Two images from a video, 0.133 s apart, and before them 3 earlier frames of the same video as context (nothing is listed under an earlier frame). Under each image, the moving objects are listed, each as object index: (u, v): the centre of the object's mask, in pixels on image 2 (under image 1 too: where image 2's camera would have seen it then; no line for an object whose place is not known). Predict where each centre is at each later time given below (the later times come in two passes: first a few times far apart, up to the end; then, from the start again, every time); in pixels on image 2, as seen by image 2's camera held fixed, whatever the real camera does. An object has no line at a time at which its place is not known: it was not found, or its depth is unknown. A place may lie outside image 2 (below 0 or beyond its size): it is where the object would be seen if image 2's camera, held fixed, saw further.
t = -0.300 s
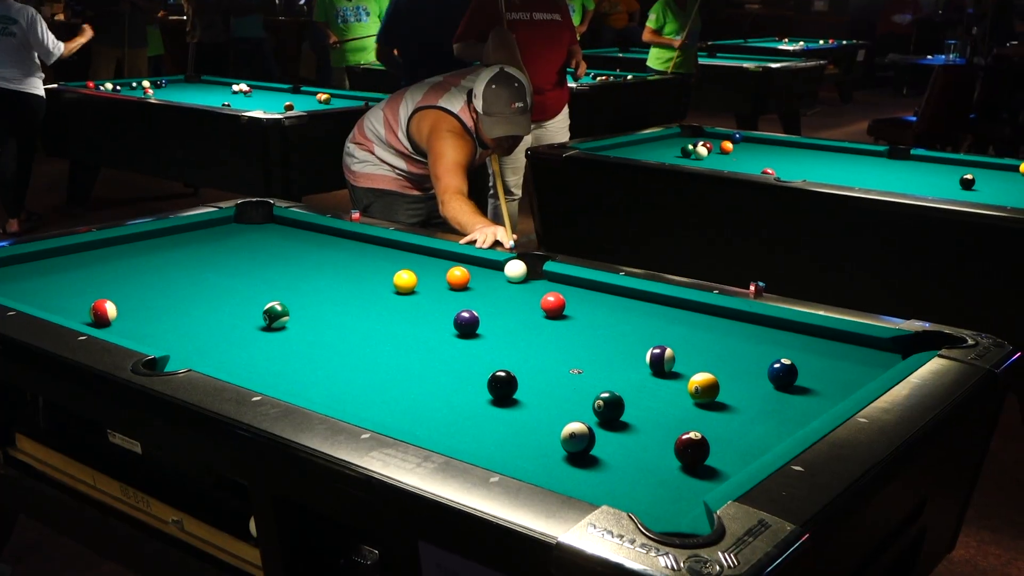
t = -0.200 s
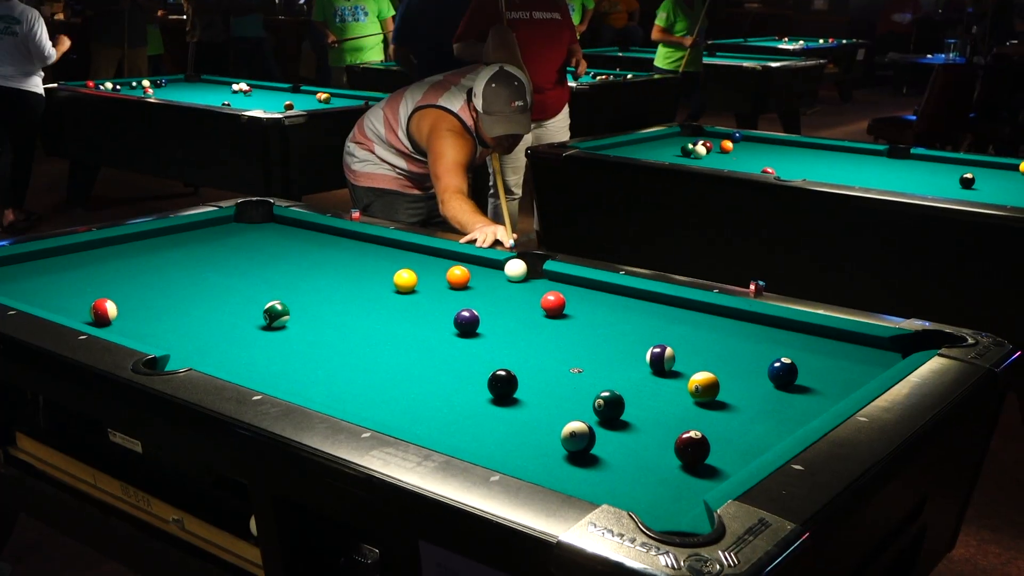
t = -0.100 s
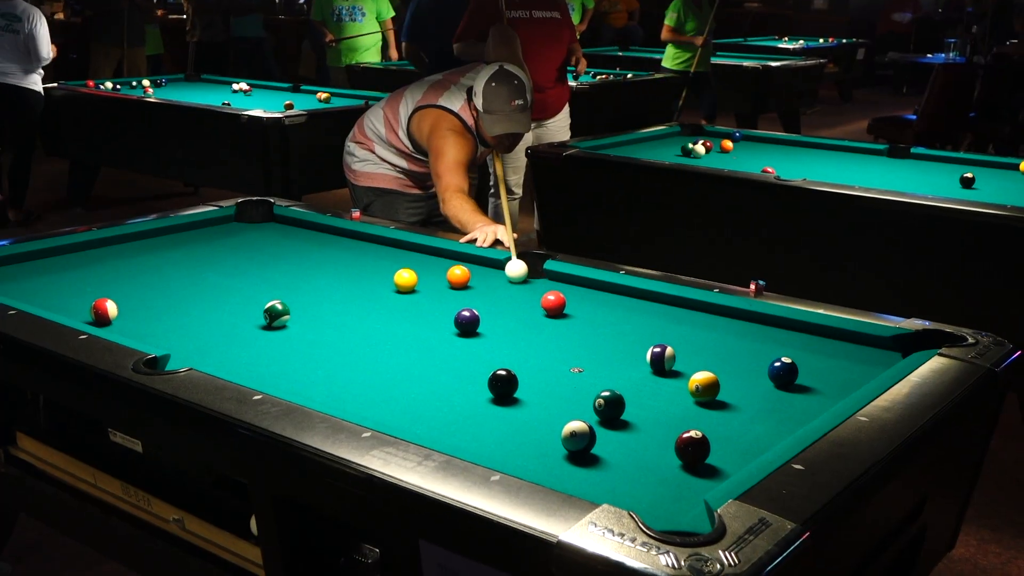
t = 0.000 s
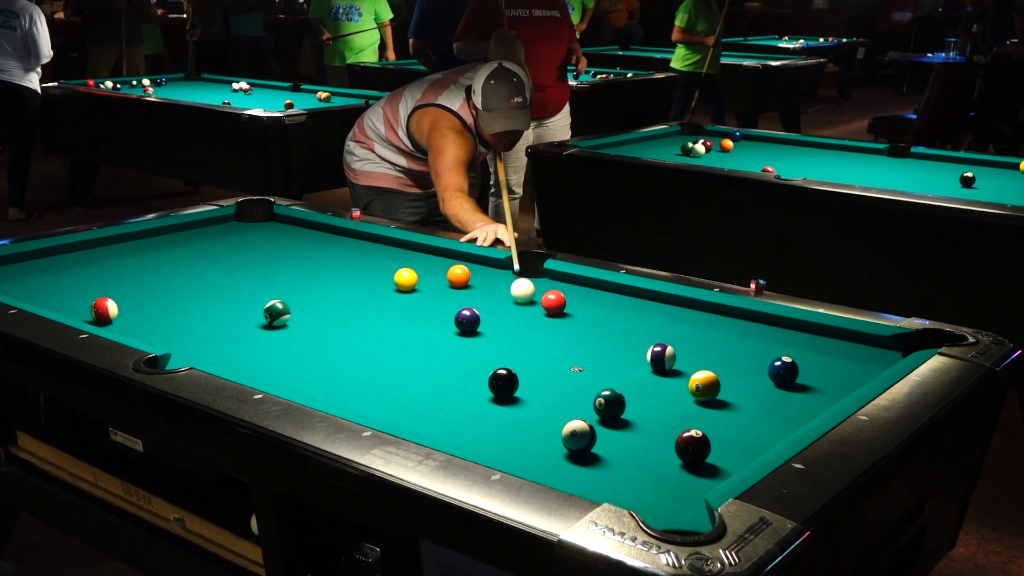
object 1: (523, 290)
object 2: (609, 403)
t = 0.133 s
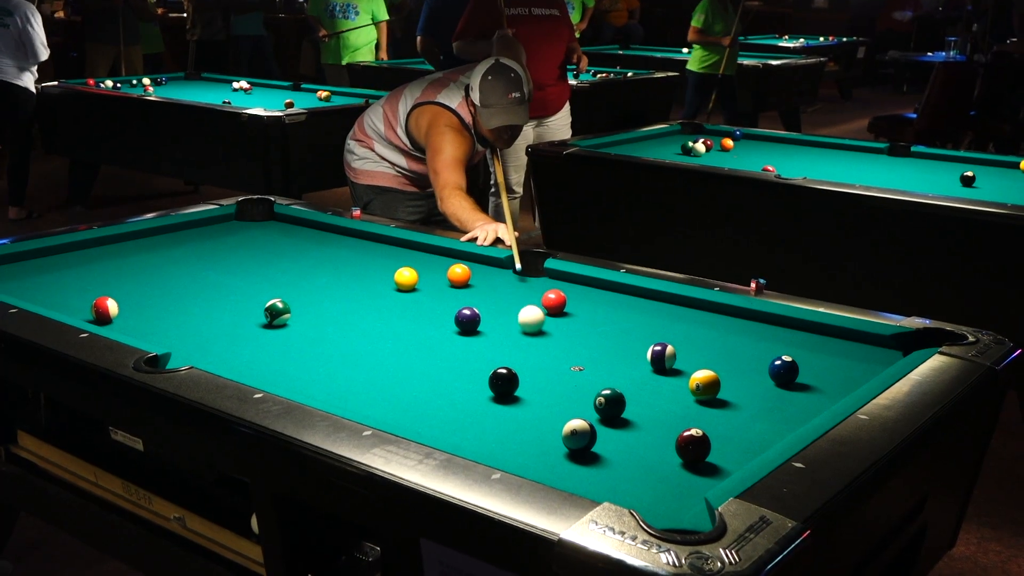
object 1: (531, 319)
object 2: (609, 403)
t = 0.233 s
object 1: (538, 345)
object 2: (609, 403)
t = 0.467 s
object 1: (557, 418)
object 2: (609, 403)
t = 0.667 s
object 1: (502, 446)
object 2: (609, 403)
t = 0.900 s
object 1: (536, 434)
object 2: (609, 403)
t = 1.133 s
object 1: (573, 416)
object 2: (609, 403)
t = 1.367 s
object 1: (588, 407)
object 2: (625, 398)
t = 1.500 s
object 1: (589, 405)
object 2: (637, 394)
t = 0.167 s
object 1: (533, 327)
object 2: (609, 403)
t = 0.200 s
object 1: (536, 336)
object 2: (609, 403)
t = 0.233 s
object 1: (538, 345)
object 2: (609, 403)
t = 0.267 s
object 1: (541, 354)
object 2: (609, 403)
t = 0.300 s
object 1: (543, 364)
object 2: (609, 403)
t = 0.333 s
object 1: (546, 373)
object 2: (609, 403)
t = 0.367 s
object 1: (549, 385)
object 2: (609, 403)
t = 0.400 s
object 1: (553, 396)
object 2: (609, 403)
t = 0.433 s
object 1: (556, 407)
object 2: (609, 403)
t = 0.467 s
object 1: (557, 418)
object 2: (609, 403)
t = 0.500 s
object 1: (551, 425)
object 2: (609, 403)
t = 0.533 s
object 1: (540, 429)
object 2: (609, 403)
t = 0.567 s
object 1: (529, 433)
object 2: (609, 403)
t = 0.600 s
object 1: (519, 438)
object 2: (609, 403)
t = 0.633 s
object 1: (510, 443)
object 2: (609, 403)
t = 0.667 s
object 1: (502, 446)
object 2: (609, 403)
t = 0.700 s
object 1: (499, 447)
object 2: (609, 403)
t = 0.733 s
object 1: (506, 446)
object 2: (609, 403)
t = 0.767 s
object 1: (513, 445)
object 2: (609, 403)
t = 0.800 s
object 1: (519, 442)
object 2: (609, 403)
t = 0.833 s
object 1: (525, 439)
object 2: (609, 403)
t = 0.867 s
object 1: (530, 436)
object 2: (609, 403)
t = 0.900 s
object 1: (536, 434)
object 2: (609, 403)
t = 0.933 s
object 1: (542, 432)
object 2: (609, 403)
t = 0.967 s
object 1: (547, 429)
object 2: (609, 403)
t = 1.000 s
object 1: (553, 426)
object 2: (609, 403)
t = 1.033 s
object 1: (558, 424)
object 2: (609, 403)
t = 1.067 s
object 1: (563, 421)
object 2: (609, 403)
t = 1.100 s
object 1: (568, 419)
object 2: (609, 403)
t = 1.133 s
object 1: (573, 416)
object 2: (609, 403)
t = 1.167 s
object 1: (577, 414)
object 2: (609, 403)
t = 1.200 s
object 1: (582, 412)
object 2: (610, 403)
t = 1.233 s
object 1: (586, 411)
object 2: (612, 402)
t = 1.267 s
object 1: (586, 410)
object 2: (615, 401)
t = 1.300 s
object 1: (587, 409)
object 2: (618, 400)
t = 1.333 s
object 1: (587, 408)
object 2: (622, 399)
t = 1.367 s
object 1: (588, 407)
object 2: (625, 398)
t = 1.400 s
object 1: (588, 407)
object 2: (628, 397)
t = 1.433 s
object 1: (588, 406)
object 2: (631, 396)
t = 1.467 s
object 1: (588, 405)
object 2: (634, 395)
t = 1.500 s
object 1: (589, 405)
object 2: (637, 394)
